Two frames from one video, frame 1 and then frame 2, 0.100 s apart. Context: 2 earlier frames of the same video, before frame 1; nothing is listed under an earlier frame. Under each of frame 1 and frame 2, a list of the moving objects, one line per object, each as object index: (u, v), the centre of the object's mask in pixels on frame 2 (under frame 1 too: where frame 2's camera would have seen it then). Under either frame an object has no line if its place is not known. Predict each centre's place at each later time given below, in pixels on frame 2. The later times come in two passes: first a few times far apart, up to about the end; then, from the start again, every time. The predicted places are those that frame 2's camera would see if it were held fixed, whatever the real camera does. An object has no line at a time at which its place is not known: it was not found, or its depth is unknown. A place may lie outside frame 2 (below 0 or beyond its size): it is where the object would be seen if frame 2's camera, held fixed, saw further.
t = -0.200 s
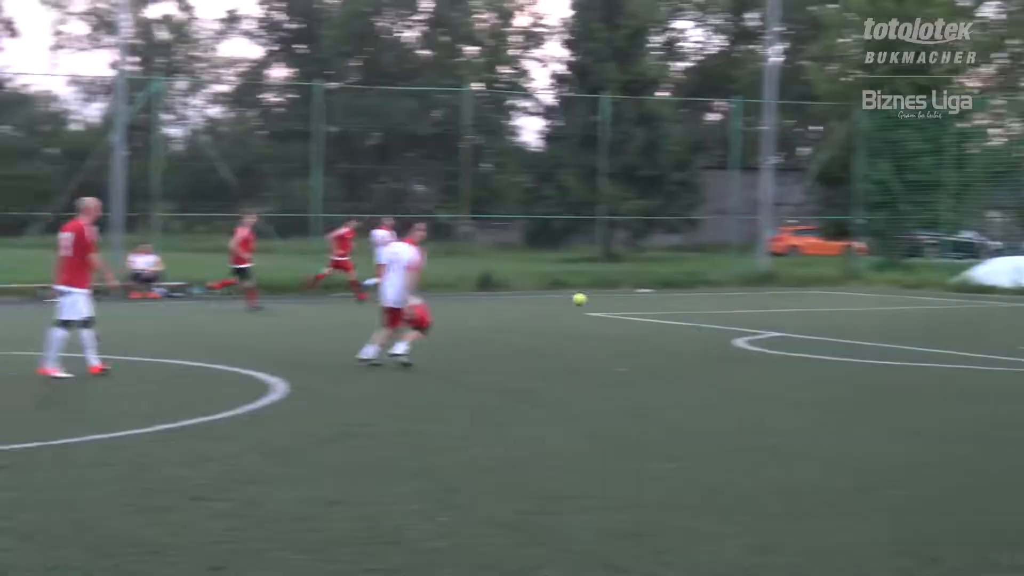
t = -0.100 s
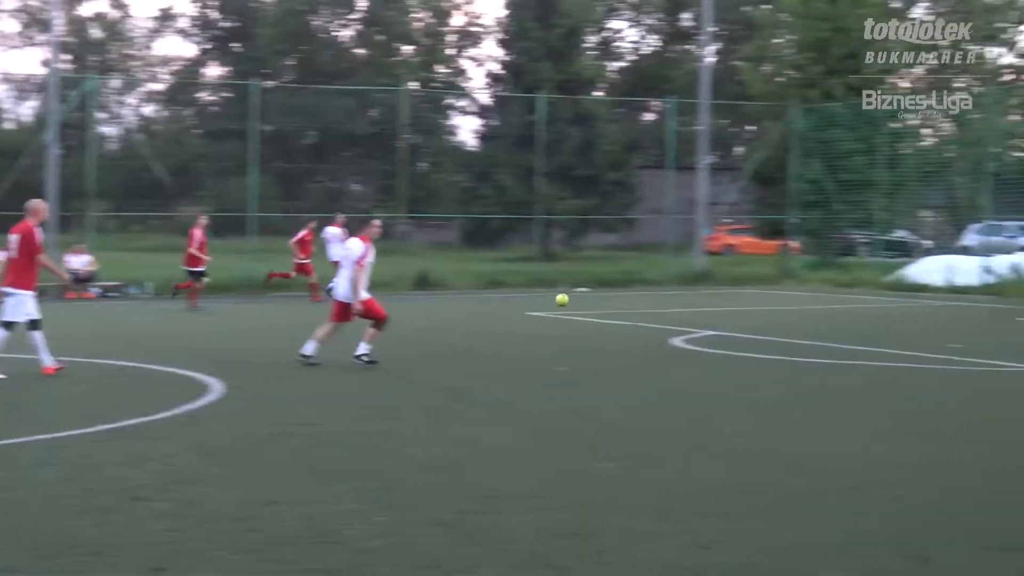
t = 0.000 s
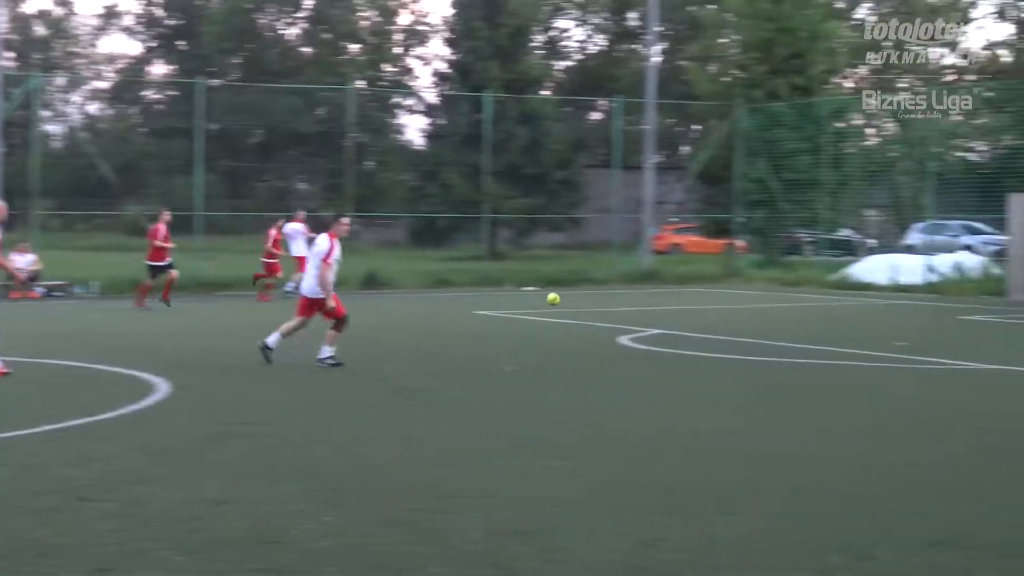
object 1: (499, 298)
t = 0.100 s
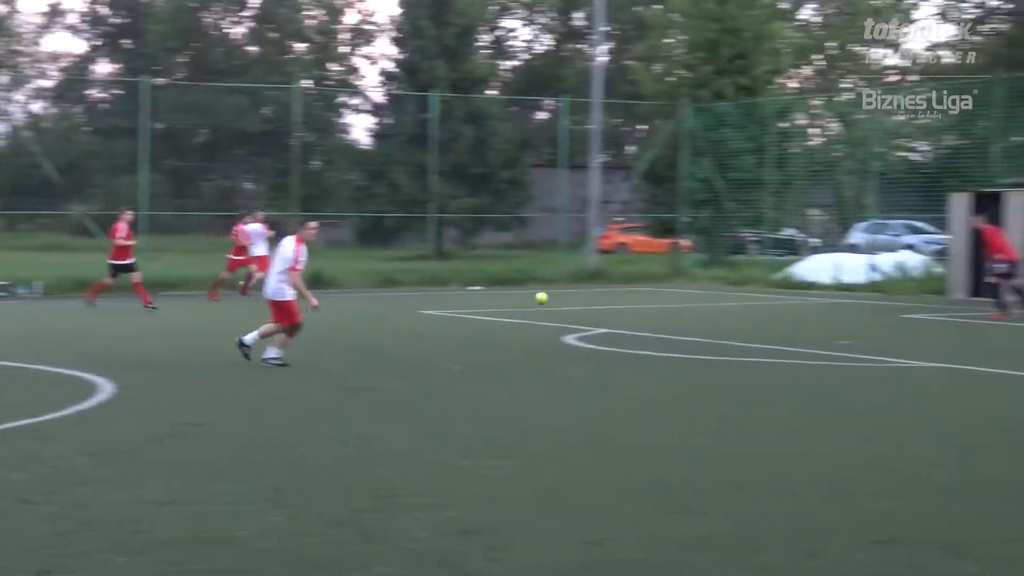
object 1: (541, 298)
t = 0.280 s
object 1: (617, 298)
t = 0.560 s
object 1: (731, 300)
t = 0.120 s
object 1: (550, 299)
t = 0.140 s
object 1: (558, 300)
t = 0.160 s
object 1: (566, 301)
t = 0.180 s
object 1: (575, 301)
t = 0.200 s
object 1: (583, 300)
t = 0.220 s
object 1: (591, 299)
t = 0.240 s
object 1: (599, 299)
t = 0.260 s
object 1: (608, 298)
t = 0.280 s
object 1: (617, 298)
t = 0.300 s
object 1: (624, 298)
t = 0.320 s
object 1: (632, 298)
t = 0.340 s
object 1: (640, 299)
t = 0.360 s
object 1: (649, 300)
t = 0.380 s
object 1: (657, 301)
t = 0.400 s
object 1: (665, 302)
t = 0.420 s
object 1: (673, 303)
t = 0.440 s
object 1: (682, 302)
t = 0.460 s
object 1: (690, 301)
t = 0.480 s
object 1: (697, 300)
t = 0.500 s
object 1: (705, 299)
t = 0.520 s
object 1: (714, 299)
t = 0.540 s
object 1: (723, 299)
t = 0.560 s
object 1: (731, 300)
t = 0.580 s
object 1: (739, 300)
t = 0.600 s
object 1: (748, 300)
